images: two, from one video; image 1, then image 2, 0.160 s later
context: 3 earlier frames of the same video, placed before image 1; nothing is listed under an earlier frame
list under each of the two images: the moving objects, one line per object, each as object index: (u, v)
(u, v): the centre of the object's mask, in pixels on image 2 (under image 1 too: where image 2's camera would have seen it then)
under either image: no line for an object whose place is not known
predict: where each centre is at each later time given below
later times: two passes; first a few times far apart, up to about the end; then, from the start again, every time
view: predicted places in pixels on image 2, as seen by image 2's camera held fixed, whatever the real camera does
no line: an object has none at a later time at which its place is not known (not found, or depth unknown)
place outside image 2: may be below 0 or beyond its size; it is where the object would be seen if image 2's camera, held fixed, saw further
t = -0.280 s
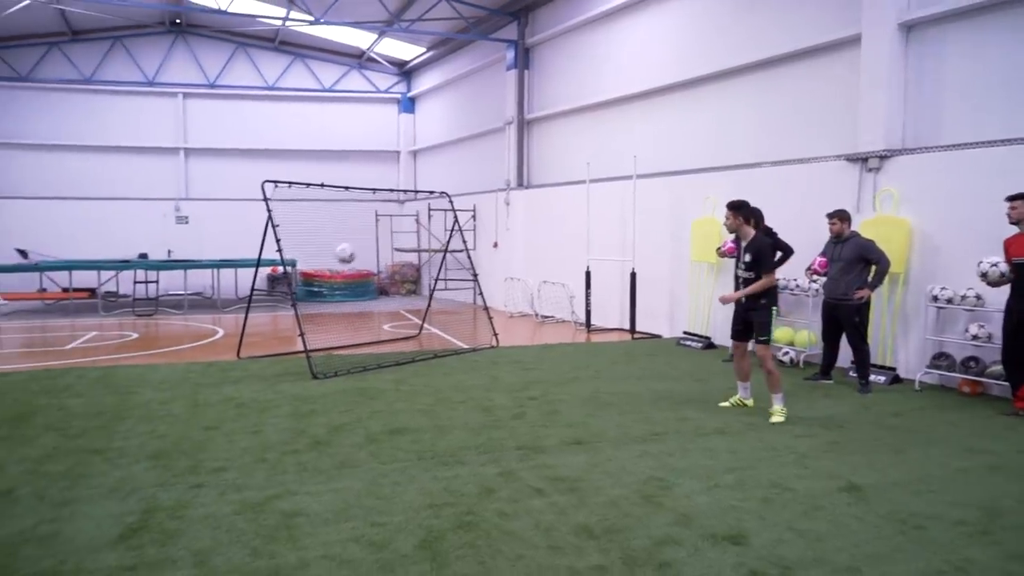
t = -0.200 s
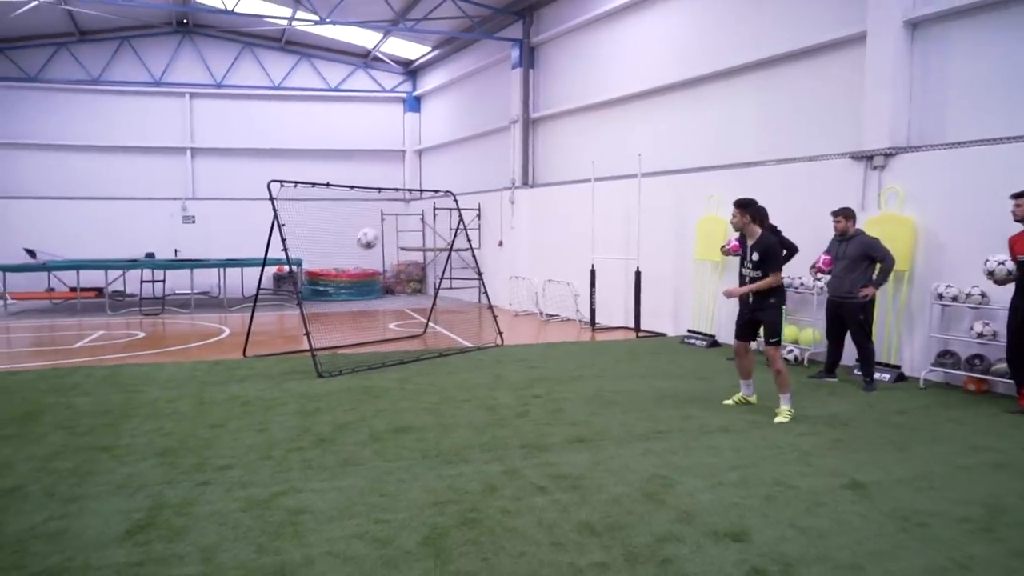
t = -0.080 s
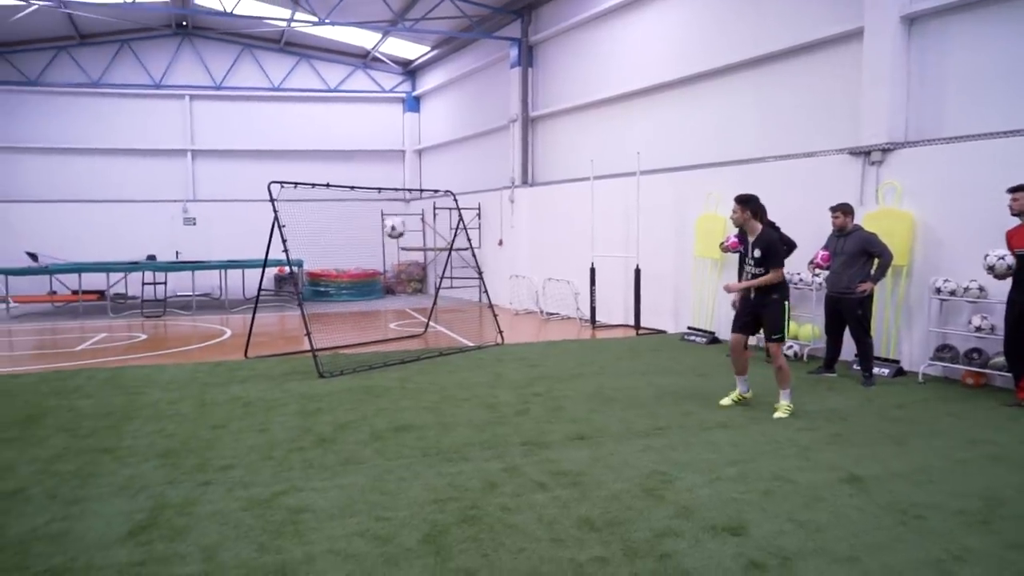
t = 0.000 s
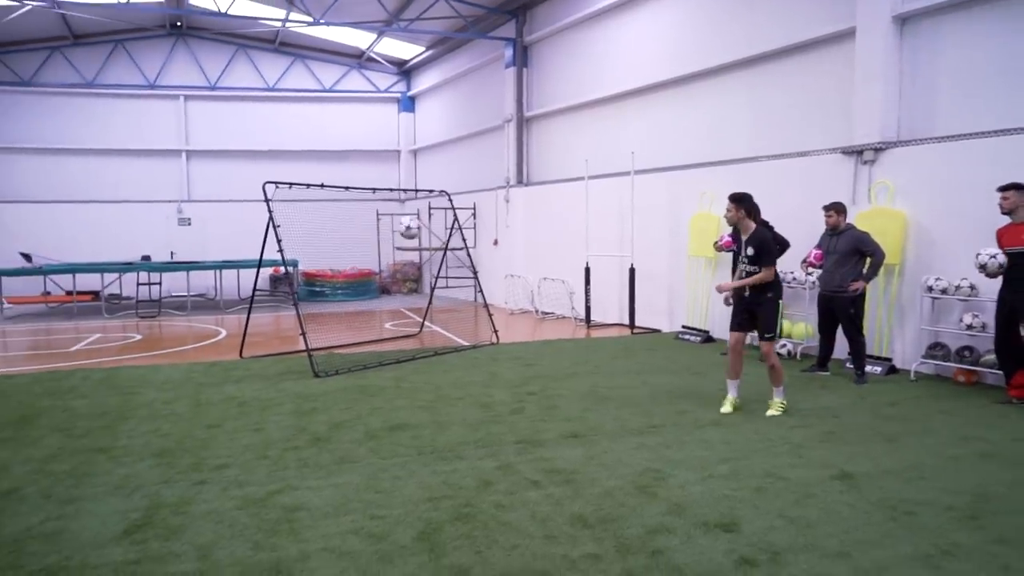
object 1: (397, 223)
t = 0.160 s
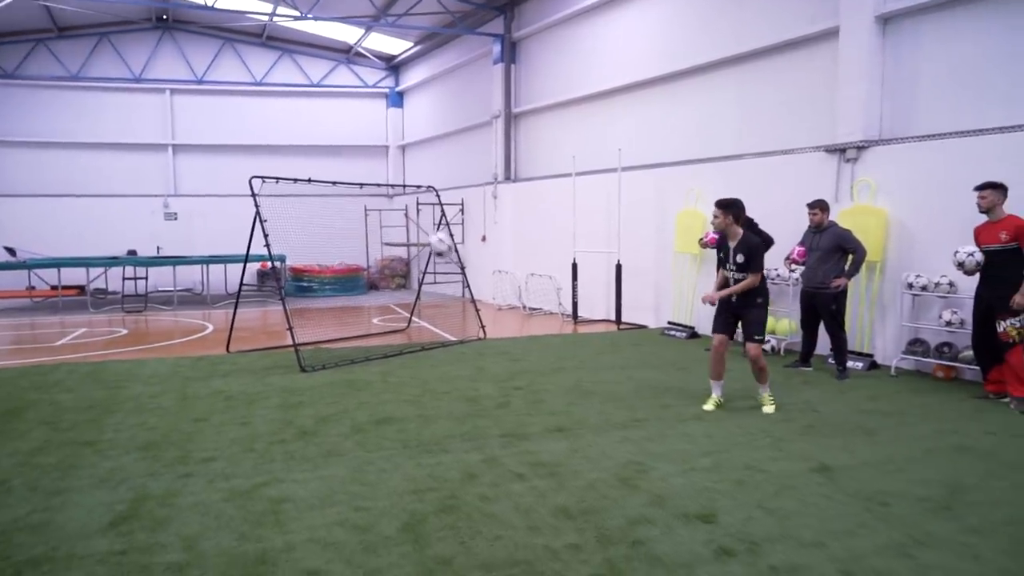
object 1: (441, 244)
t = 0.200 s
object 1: (451, 254)
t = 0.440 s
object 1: (532, 365)
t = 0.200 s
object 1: (451, 254)
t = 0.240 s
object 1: (464, 267)
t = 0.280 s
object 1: (476, 281)
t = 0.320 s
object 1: (488, 300)
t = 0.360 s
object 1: (503, 319)
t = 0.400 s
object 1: (519, 341)
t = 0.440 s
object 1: (532, 365)
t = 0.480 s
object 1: (549, 395)
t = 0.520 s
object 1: (559, 395)
